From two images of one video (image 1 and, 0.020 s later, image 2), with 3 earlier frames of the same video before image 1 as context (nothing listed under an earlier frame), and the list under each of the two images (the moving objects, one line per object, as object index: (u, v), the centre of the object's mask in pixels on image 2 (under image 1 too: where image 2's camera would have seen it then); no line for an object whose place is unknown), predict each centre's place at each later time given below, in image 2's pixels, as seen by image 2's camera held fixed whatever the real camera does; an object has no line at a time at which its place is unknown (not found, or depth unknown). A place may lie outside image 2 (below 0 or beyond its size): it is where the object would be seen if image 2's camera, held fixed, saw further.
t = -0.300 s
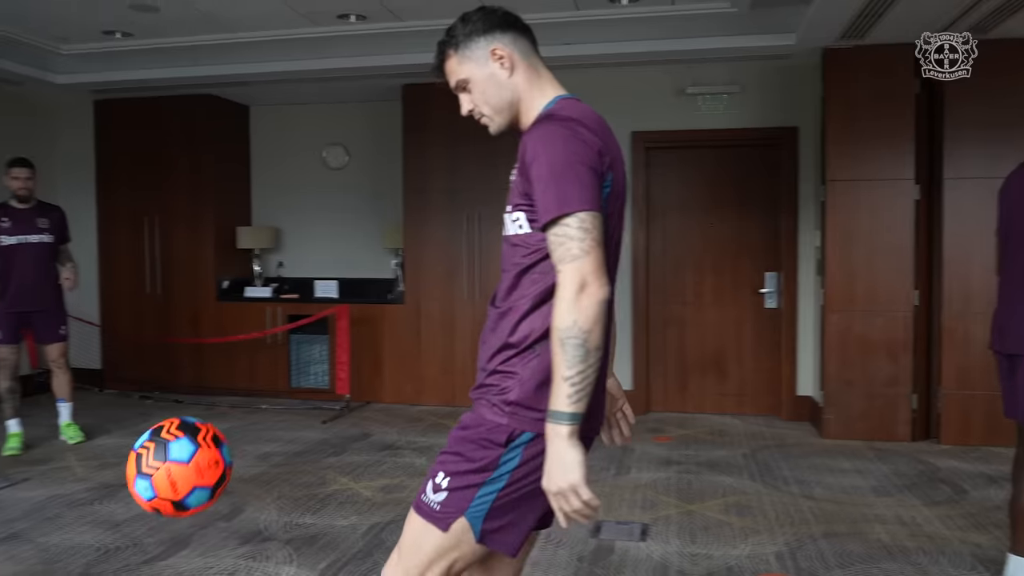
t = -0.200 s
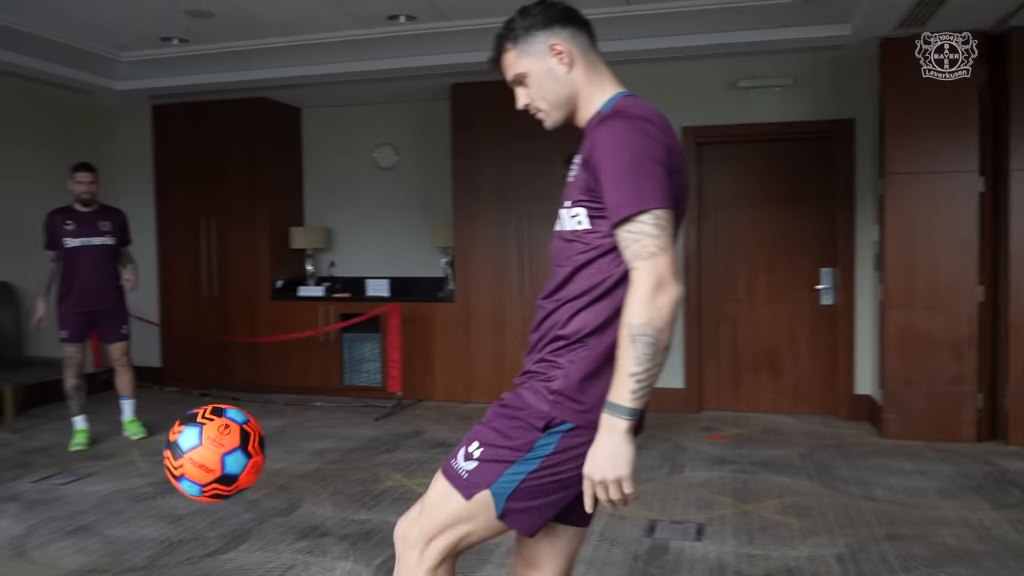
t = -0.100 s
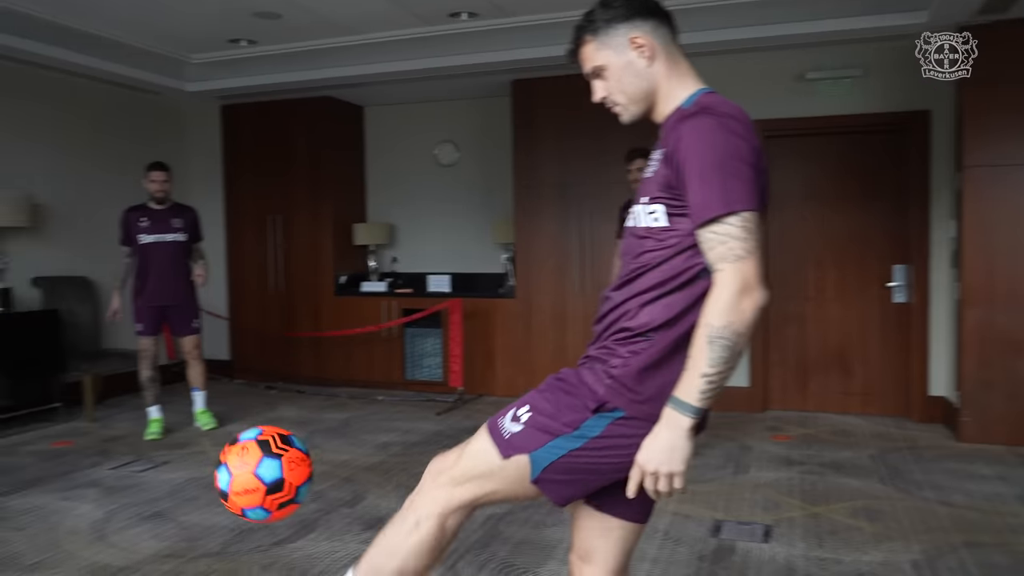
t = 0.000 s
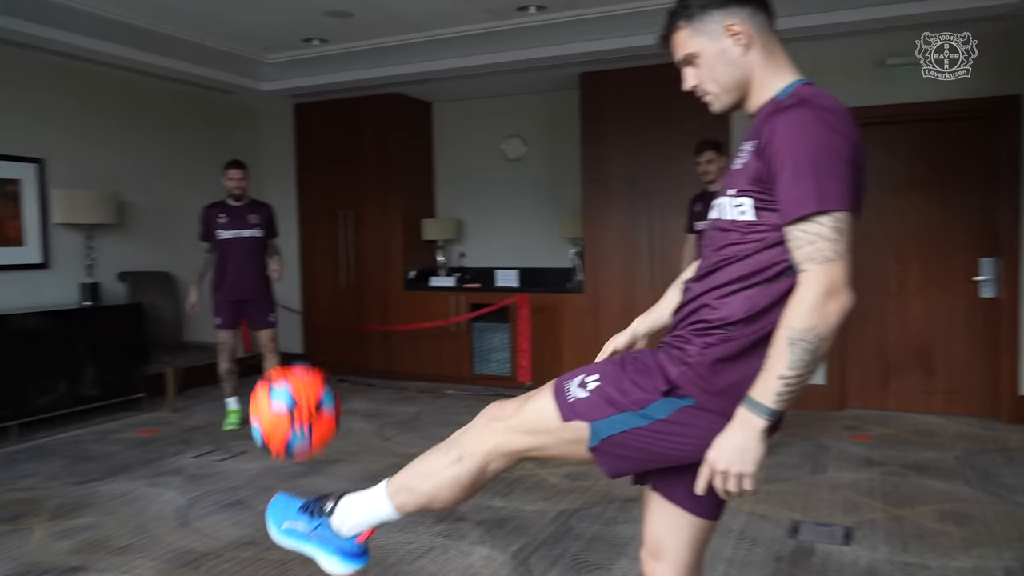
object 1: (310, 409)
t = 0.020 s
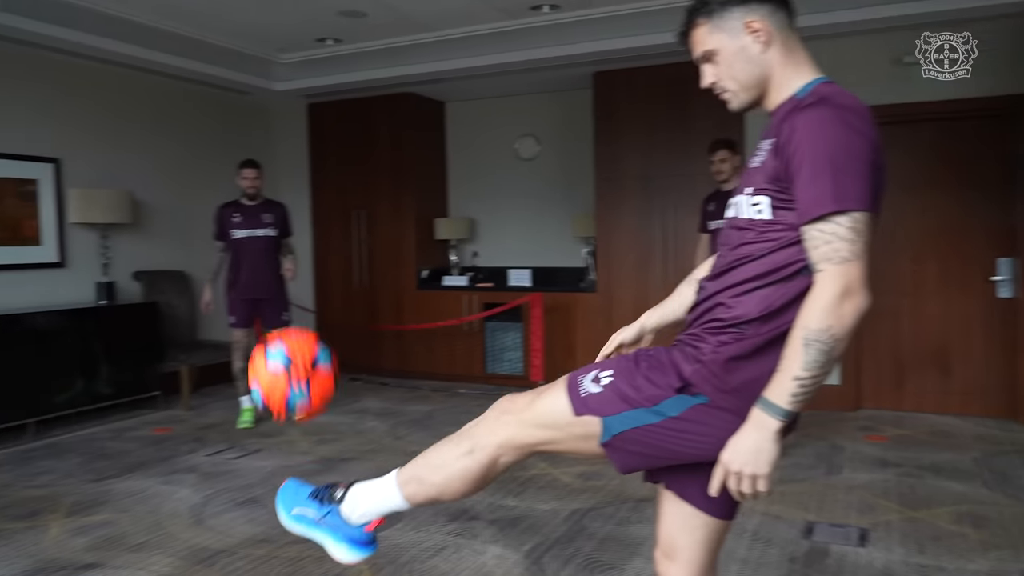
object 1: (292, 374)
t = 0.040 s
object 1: (277, 341)
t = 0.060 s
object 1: (263, 309)
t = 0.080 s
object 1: (249, 280)
